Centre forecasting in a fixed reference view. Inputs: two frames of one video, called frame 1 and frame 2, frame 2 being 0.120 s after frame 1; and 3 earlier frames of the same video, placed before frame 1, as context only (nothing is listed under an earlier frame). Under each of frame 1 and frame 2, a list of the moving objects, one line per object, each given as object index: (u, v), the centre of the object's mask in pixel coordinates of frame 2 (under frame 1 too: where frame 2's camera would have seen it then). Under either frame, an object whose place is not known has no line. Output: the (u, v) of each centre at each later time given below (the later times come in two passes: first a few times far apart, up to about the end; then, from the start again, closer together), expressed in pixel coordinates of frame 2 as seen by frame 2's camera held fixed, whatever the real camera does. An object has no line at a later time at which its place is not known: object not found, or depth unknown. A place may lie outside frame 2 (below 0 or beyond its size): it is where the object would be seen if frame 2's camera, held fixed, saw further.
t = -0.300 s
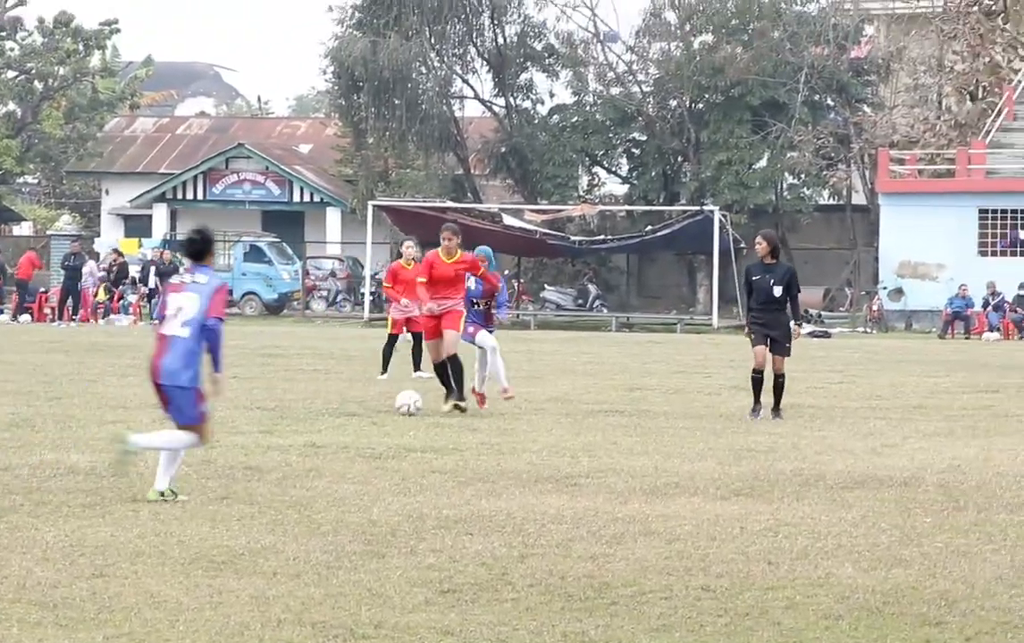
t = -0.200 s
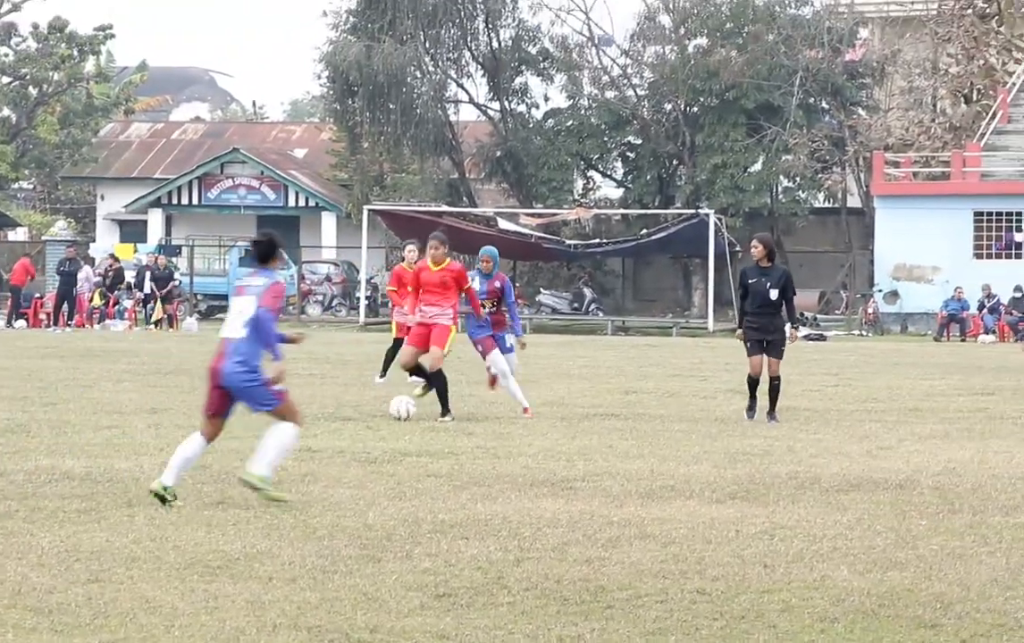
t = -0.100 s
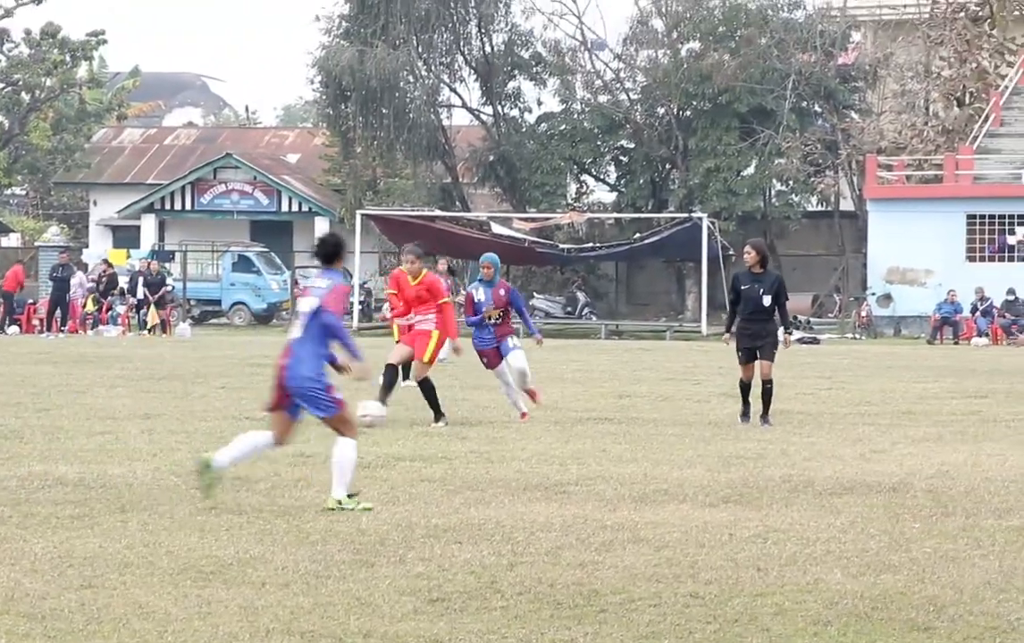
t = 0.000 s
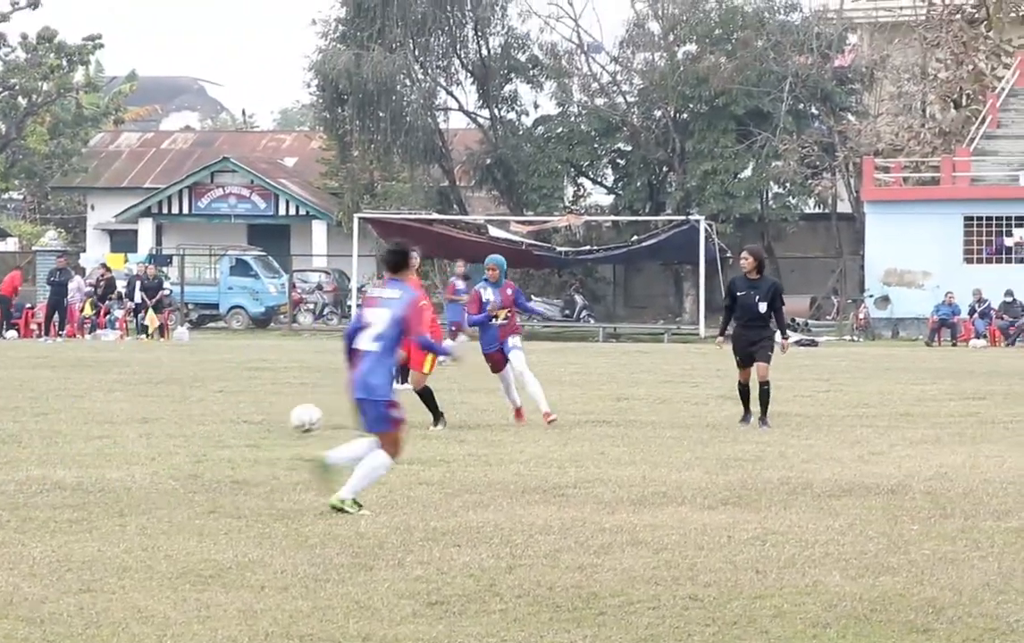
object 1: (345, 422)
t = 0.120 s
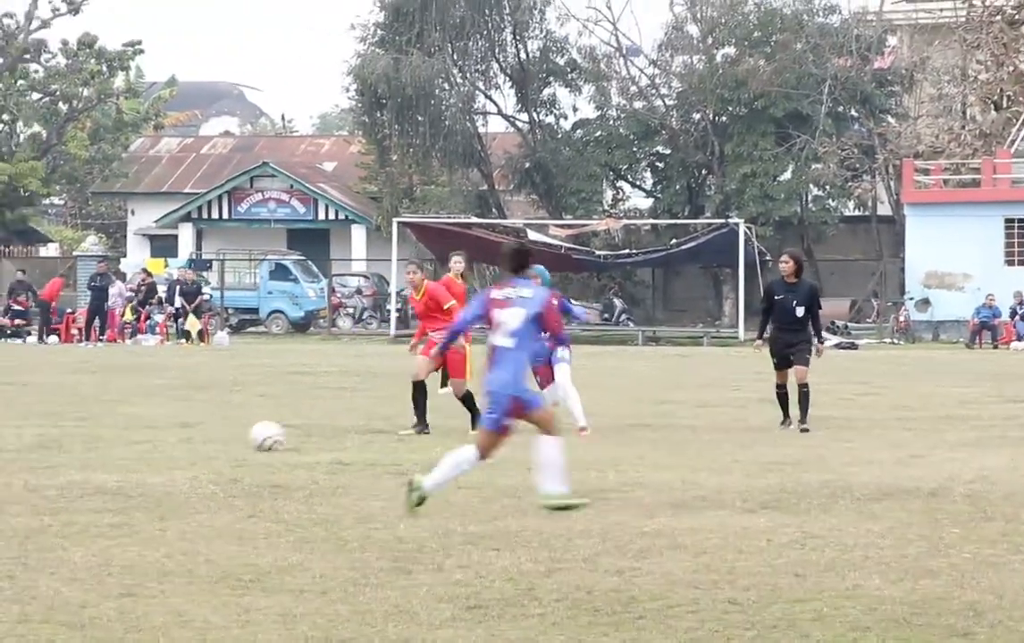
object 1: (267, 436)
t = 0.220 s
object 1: (204, 432)
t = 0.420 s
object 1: (67, 460)
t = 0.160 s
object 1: (242, 433)
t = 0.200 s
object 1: (217, 432)
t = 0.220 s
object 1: (204, 432)
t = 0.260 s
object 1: (178, 435)
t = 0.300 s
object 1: (151, 440)
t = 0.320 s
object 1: (137, 444)
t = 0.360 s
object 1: (108, 454)
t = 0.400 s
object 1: (80, 460)
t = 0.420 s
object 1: (67, 460)
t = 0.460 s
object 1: (41, 462)
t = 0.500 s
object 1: (12, 466)
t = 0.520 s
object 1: (-3, 469)
